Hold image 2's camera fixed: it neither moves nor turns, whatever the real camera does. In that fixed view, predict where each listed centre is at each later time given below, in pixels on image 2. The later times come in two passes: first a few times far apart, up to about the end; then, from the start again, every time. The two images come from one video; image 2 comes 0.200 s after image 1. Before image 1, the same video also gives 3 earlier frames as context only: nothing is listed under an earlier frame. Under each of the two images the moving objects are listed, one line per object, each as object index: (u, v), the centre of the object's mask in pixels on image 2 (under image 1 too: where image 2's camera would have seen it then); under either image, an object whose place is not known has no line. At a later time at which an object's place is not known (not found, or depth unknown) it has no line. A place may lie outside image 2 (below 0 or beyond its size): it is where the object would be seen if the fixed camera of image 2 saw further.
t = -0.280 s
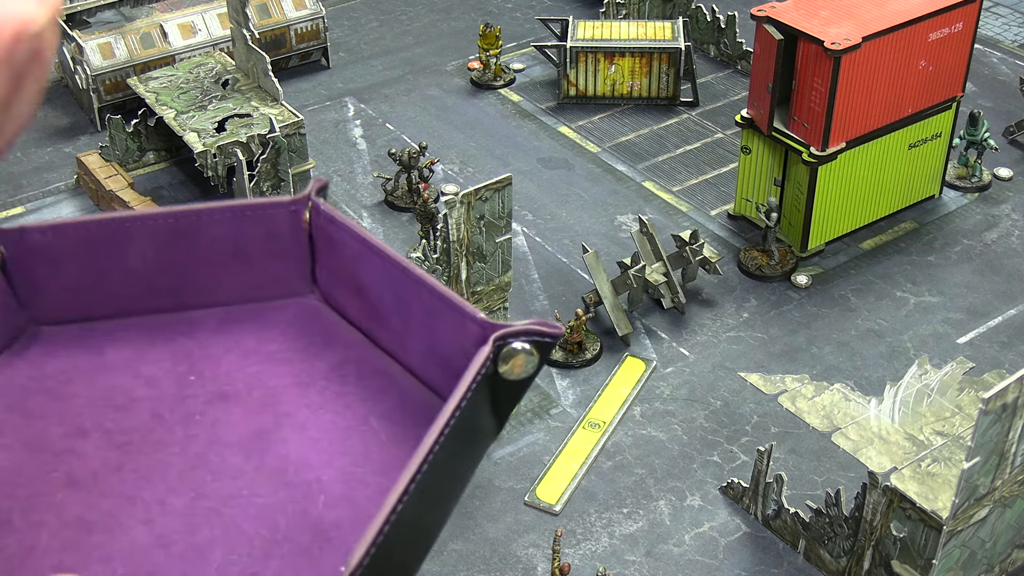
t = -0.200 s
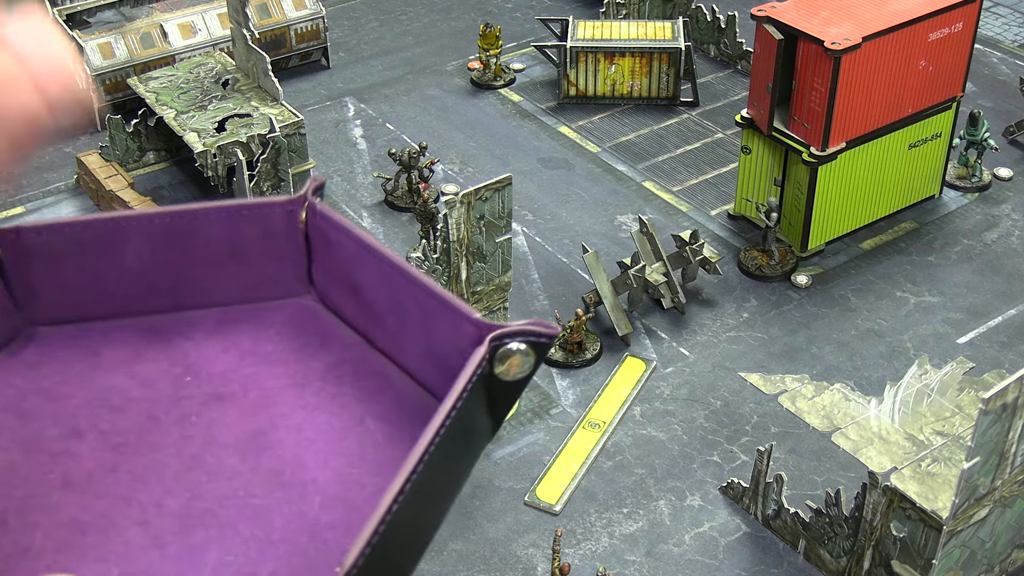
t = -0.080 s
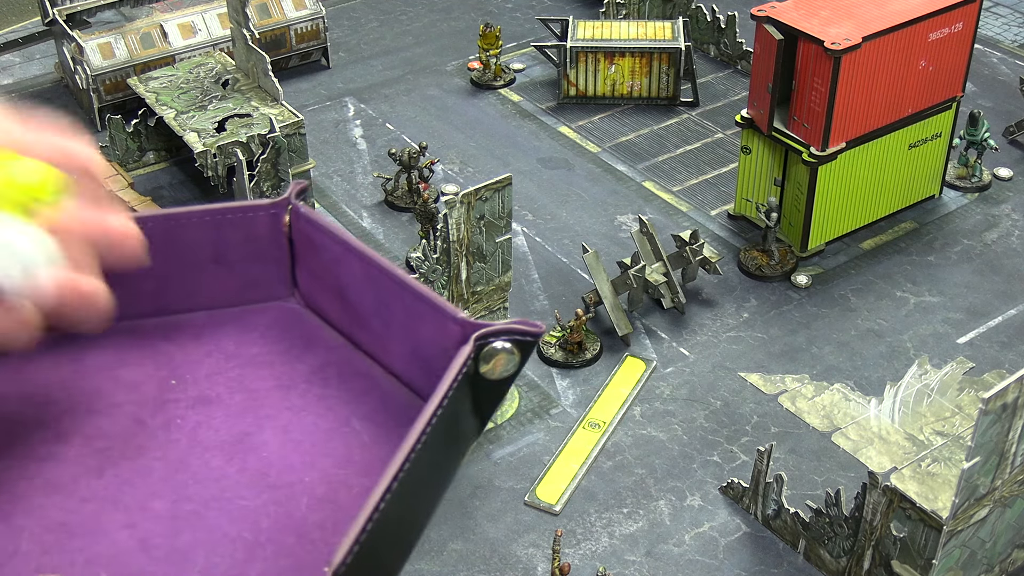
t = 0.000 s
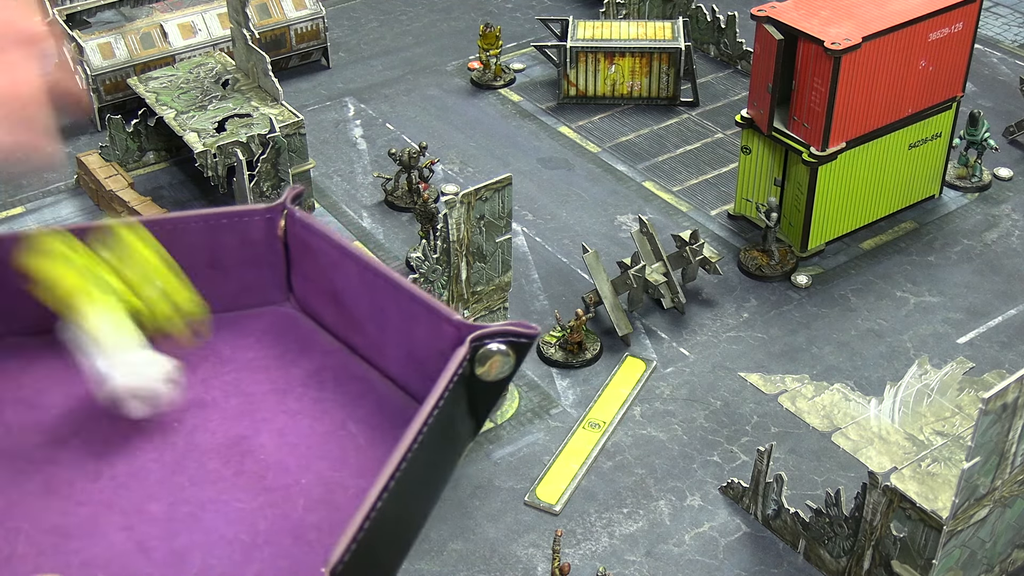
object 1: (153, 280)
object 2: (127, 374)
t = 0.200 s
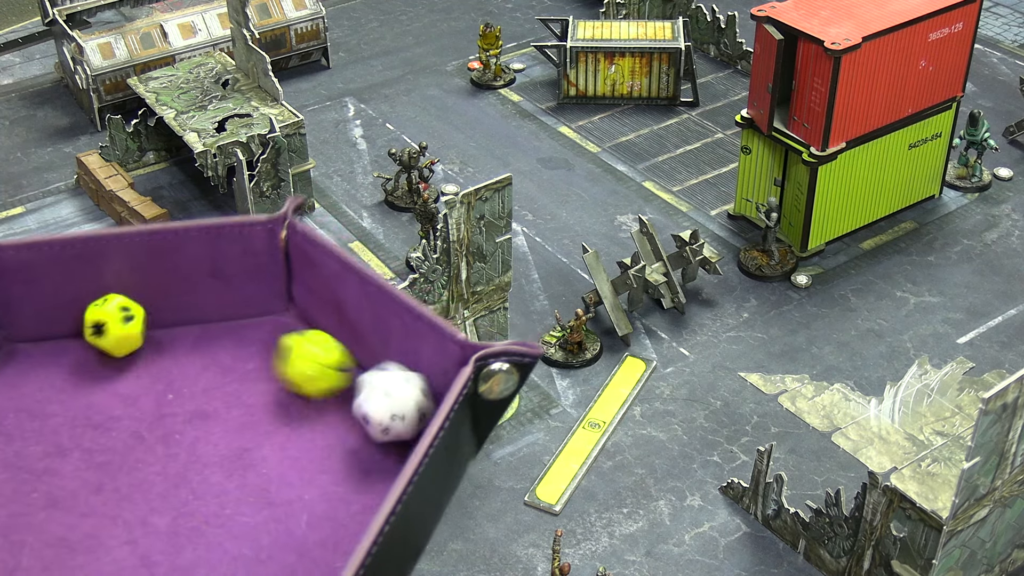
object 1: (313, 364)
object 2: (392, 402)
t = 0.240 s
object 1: (332, 373)
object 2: (403, 409)
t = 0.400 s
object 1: (360, 389)
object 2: (421, 417)
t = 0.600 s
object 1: (356, 396)
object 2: (408, 427)
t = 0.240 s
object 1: (332, 373)
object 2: (403, 409)
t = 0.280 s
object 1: (342, 383)
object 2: (400, 417)
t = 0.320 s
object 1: (350, 387)
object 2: (405, 420)
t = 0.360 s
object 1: (354, 389)
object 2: (415, 418)
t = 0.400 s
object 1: (360, 389)
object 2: (421, 417)
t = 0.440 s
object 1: (363, 390)
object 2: (422, 416)
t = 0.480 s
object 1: (363, 392)
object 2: (419, 419)
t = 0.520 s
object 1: (362, 394)
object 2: (416, 425)
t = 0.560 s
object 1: (357, 393)
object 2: (408, 426)
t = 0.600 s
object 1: (356, 396)
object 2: (408, 427)
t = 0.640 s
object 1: (354, 396)
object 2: (406, 429)
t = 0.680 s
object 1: (355, 398)
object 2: (408, 432)
